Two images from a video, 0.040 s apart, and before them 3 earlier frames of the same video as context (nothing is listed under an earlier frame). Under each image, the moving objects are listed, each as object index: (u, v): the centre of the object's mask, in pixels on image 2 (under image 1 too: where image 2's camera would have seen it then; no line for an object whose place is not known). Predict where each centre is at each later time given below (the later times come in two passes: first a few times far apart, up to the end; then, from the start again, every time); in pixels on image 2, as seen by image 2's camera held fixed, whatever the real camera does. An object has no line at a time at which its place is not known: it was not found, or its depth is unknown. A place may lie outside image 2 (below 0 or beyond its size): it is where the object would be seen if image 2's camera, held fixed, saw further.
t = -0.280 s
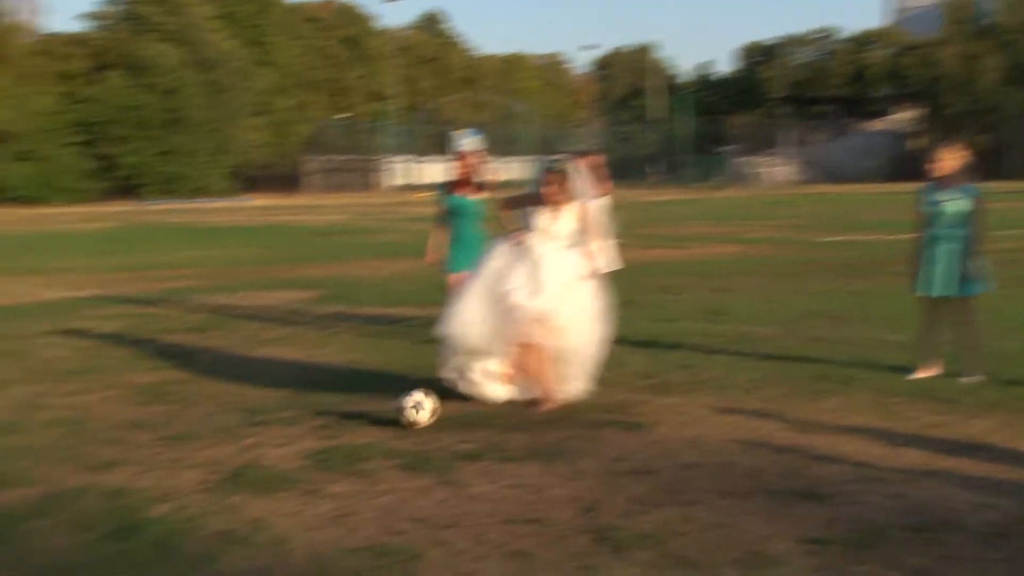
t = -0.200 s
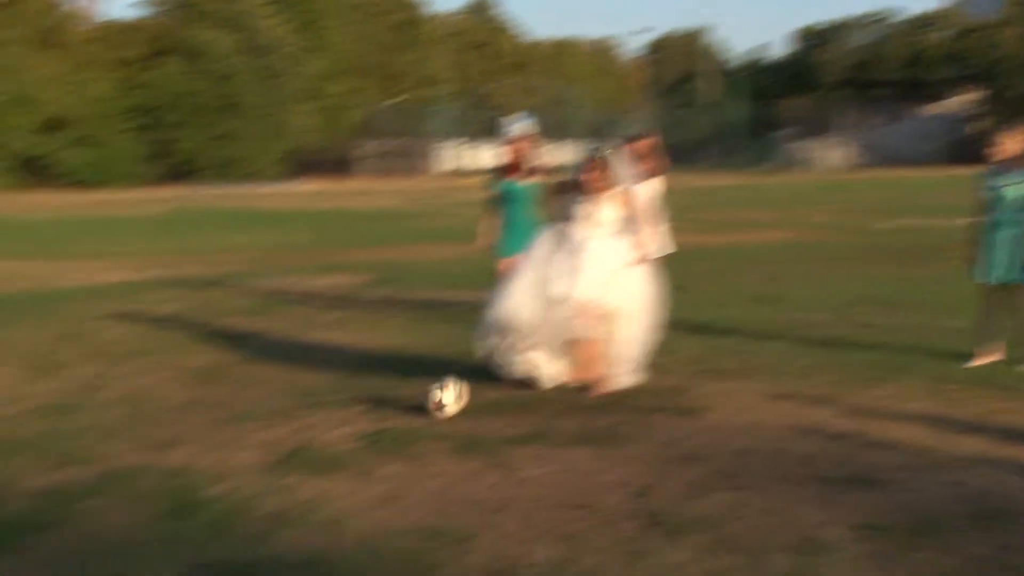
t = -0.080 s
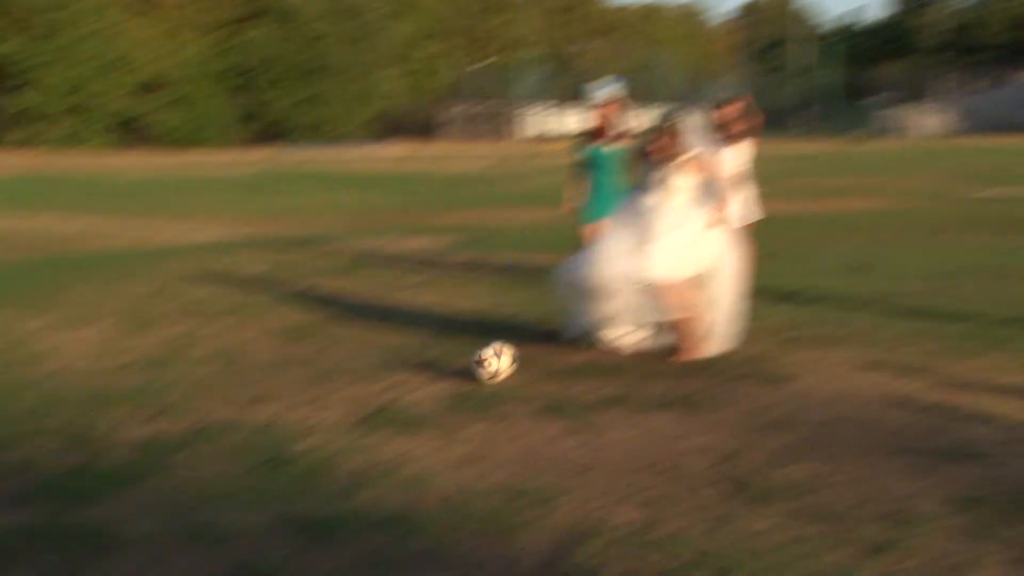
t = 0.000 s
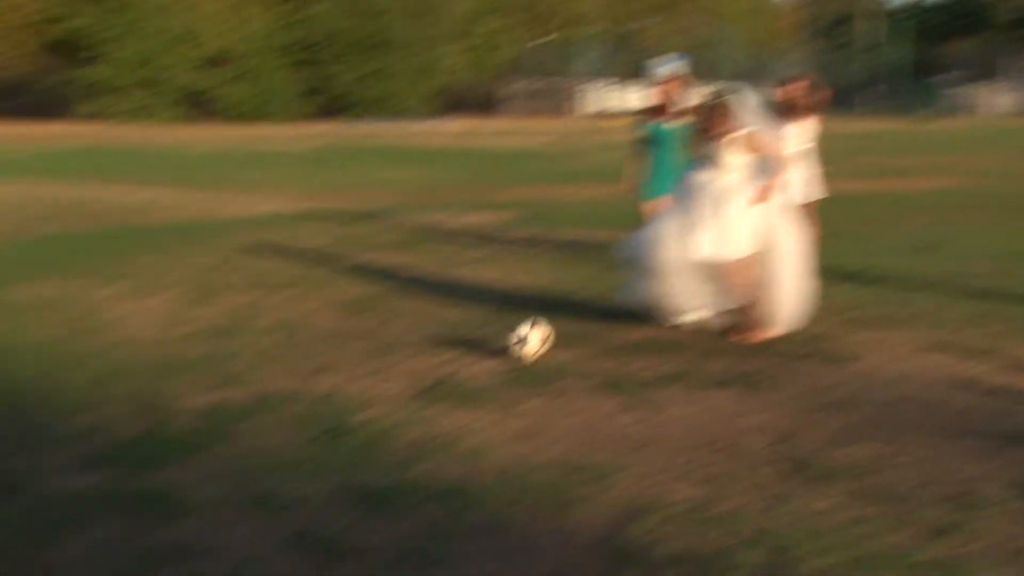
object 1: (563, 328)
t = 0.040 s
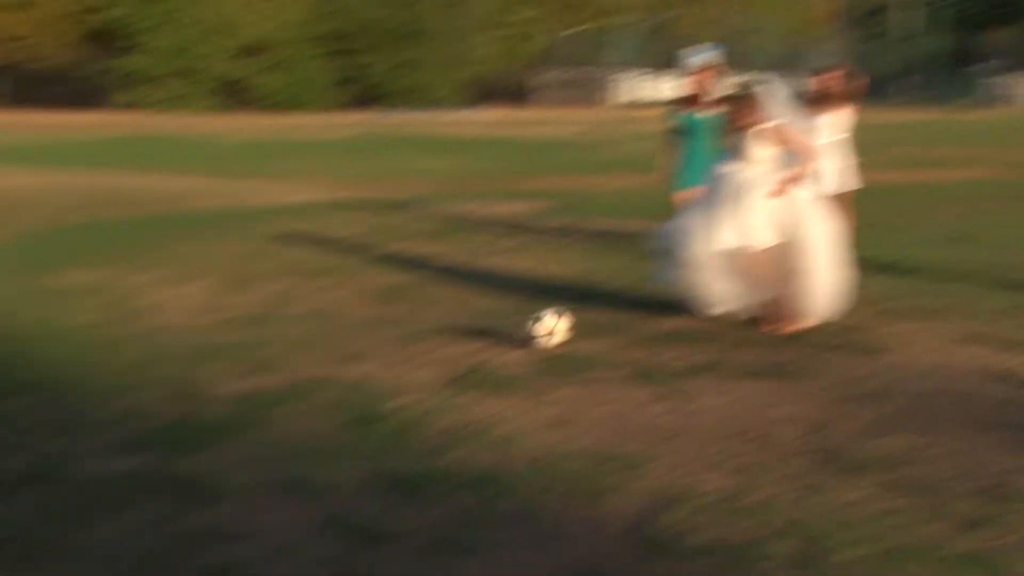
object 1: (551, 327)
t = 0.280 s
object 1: (480, 340)
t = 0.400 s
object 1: (445, 340)
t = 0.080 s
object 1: (538, 330)
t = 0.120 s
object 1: (527, 333)
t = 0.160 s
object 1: (515, 333)
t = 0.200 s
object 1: (500, 334)
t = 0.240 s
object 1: (488, 337)
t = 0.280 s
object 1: (480, 340)
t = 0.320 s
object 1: (467, 337)
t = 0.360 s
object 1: (456, 337)
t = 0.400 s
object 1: (445, 340)
